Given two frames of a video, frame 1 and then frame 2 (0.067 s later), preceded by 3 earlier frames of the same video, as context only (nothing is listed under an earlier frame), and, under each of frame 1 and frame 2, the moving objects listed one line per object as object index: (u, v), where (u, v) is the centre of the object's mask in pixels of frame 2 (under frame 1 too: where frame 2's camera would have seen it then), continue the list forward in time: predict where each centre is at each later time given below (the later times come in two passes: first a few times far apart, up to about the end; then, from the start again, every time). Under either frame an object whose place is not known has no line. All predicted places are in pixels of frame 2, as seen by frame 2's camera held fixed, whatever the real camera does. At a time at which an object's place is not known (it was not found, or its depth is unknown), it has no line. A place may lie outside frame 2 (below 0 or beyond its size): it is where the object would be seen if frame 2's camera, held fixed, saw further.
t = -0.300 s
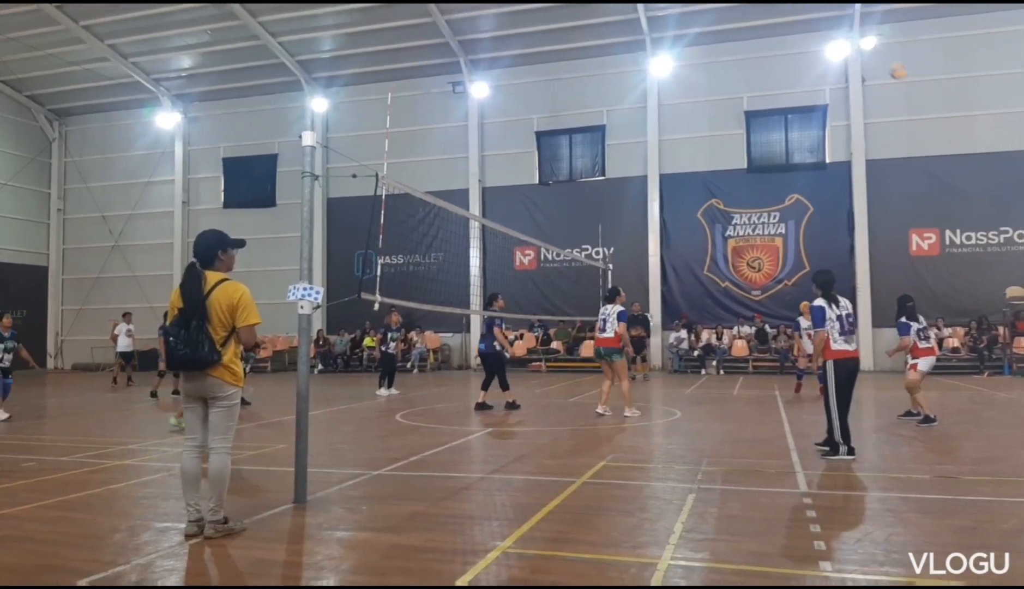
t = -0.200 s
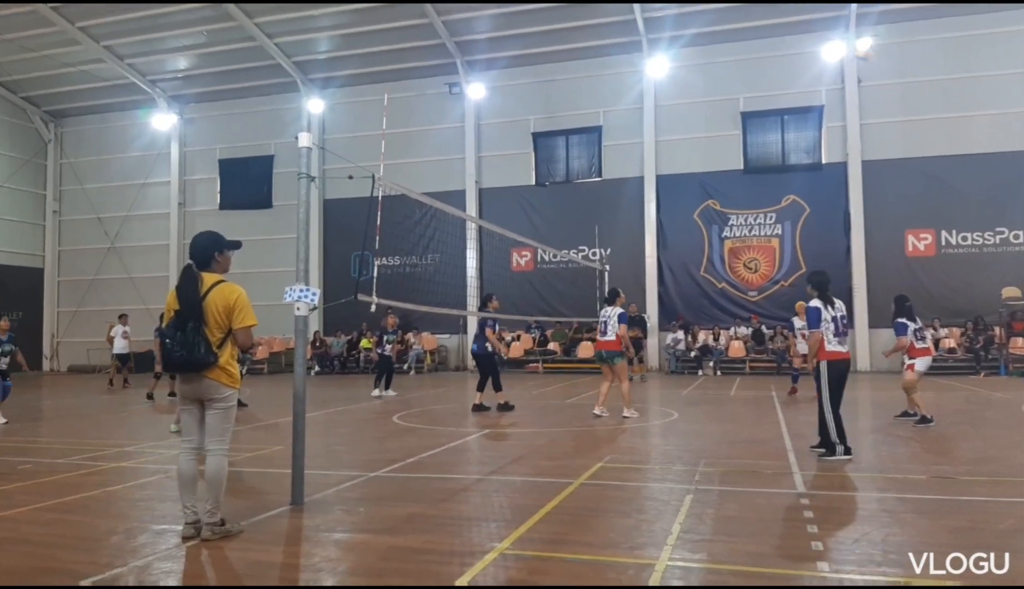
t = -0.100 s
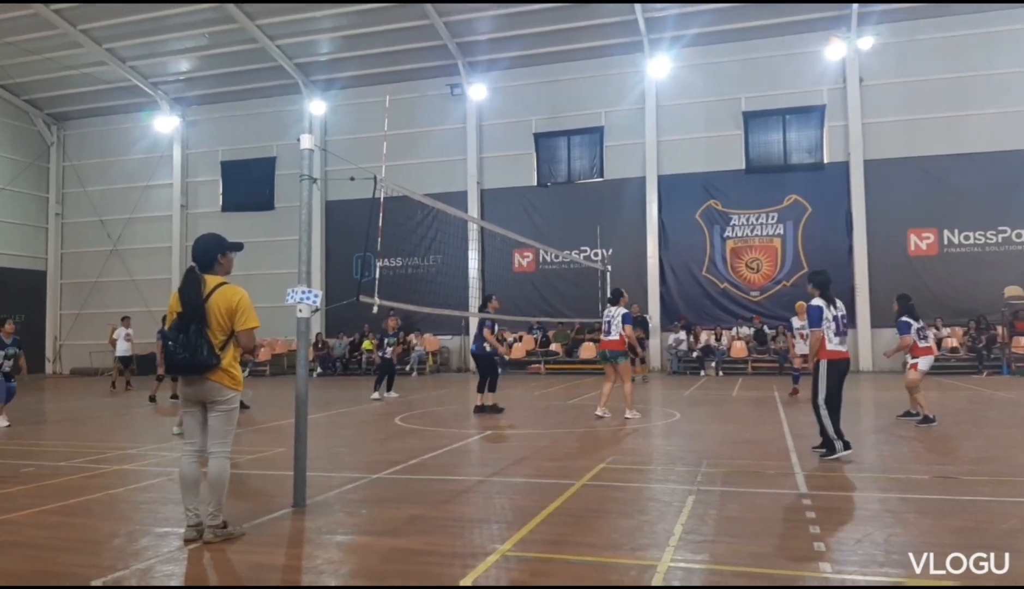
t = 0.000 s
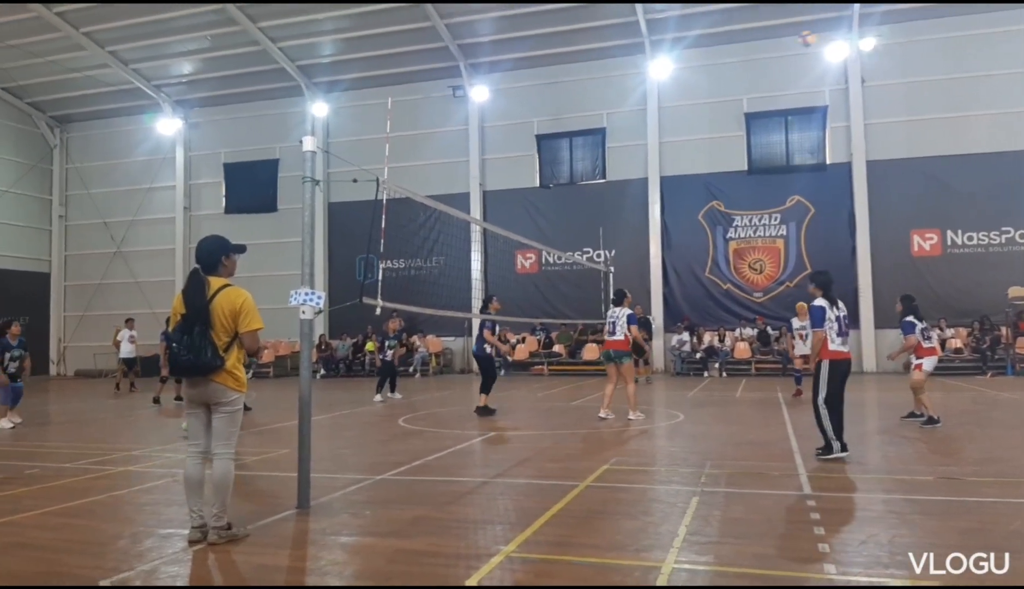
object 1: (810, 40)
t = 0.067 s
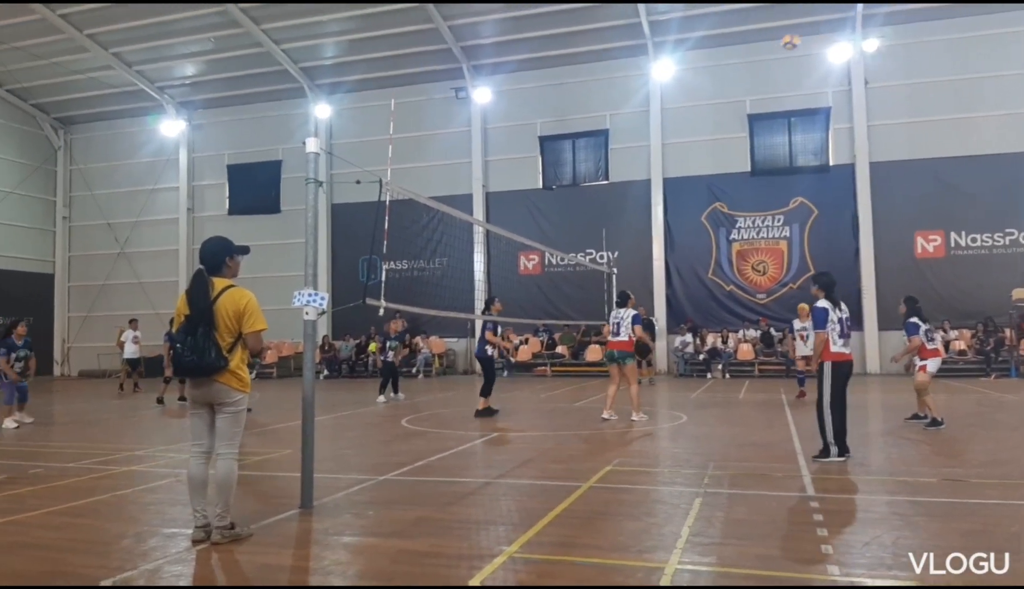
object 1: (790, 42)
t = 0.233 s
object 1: (744, 61)
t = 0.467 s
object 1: (680, 122)
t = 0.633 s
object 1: (637, 189)
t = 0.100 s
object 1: (781, 45)
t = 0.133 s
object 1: (772, 48)
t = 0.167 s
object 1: (763, 51)
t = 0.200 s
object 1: (753, 55)
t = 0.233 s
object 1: (744, 61)
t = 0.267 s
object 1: (735, 67)
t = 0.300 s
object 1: (725, 74)
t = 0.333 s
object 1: (717, 82)
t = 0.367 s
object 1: (707, 91)
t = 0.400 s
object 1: (698, 101)
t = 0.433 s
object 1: (689, 110)
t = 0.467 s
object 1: (680, 122)
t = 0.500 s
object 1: (672, 133)
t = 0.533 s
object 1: (664, 146)
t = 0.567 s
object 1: (655, 160)
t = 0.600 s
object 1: (647, 174)
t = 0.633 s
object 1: (637, 189)
